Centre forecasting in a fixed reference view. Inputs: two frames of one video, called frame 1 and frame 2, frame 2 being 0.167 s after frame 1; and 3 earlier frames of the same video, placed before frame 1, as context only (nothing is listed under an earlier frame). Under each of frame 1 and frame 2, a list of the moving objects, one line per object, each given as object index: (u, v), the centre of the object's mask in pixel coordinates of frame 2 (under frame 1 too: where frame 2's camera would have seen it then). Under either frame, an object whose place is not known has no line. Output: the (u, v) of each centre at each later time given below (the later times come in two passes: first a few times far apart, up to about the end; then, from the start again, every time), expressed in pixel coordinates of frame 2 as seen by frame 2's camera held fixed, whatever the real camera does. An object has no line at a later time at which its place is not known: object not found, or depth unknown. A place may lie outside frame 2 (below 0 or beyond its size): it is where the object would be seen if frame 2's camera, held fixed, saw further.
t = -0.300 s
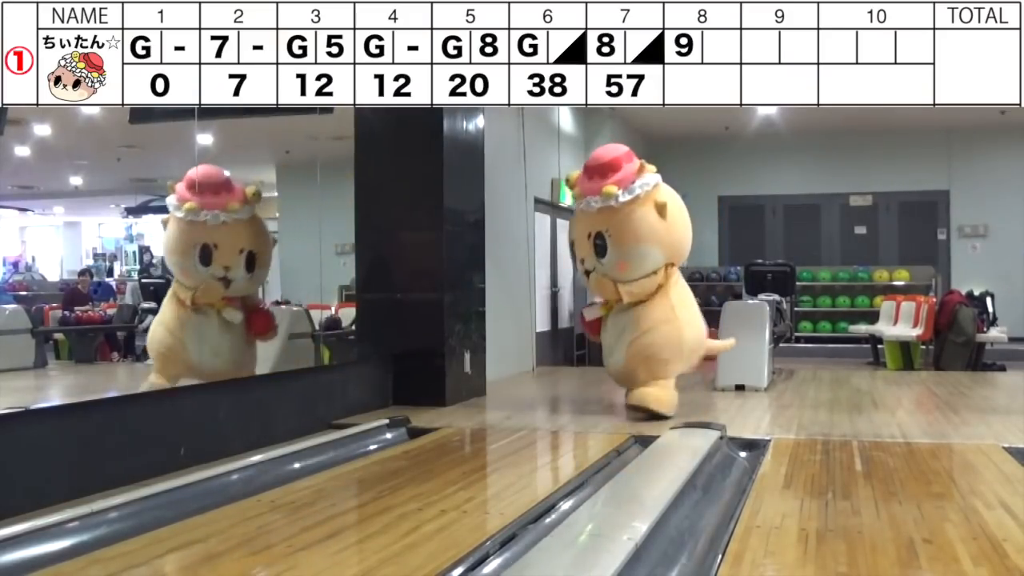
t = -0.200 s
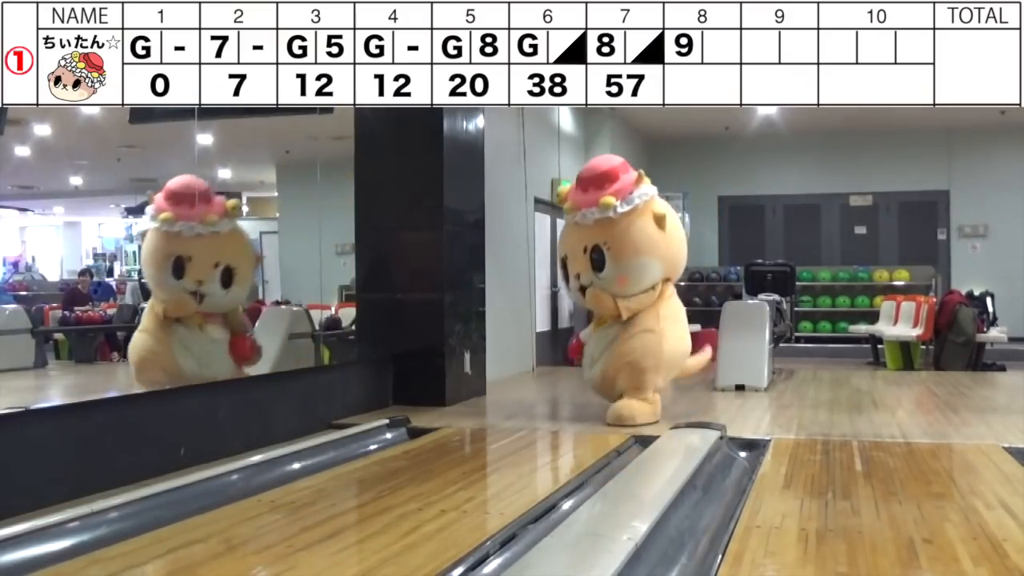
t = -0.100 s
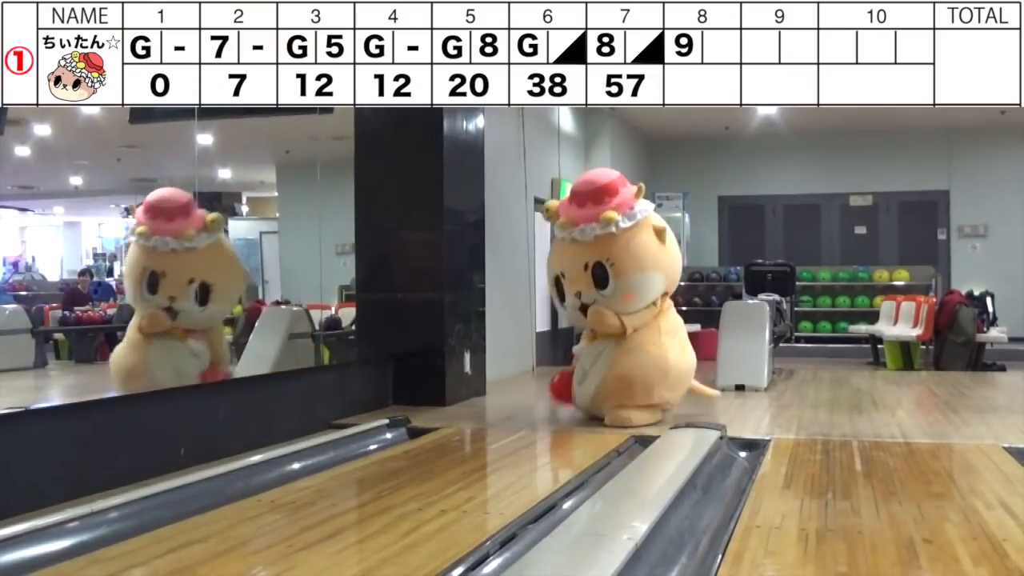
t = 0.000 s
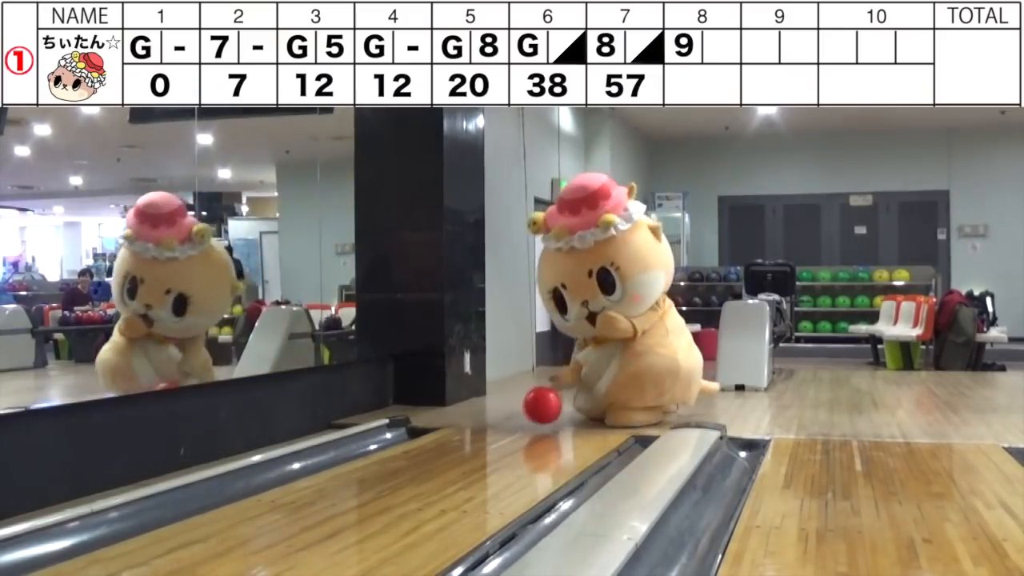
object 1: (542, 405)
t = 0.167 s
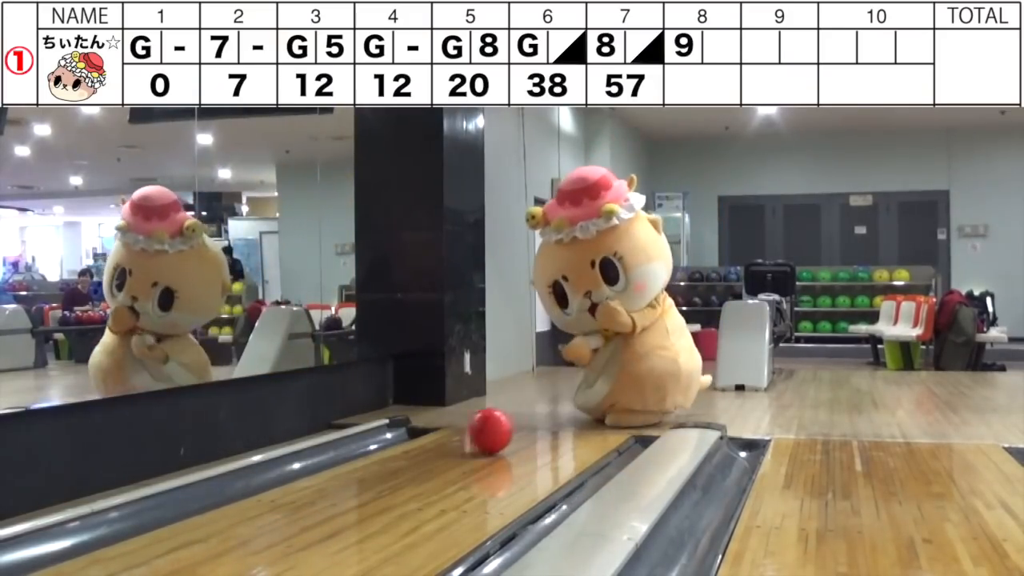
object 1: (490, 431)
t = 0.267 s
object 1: (450, 447)
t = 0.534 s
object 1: (282, 511)
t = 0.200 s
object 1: (478, 435)
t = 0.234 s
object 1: (464, 441)
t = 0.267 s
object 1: (450, 447)
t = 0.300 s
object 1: (435, 452)
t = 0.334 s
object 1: (418, 459)
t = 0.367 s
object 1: (401, 466)
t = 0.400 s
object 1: (381, 474)
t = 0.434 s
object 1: (359, 481)
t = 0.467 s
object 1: (336, 491)
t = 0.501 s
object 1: (310, 500)
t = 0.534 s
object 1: (282, 511)
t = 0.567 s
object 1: (249, 523)
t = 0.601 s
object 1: (214, 536)
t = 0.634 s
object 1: (176, 543)
